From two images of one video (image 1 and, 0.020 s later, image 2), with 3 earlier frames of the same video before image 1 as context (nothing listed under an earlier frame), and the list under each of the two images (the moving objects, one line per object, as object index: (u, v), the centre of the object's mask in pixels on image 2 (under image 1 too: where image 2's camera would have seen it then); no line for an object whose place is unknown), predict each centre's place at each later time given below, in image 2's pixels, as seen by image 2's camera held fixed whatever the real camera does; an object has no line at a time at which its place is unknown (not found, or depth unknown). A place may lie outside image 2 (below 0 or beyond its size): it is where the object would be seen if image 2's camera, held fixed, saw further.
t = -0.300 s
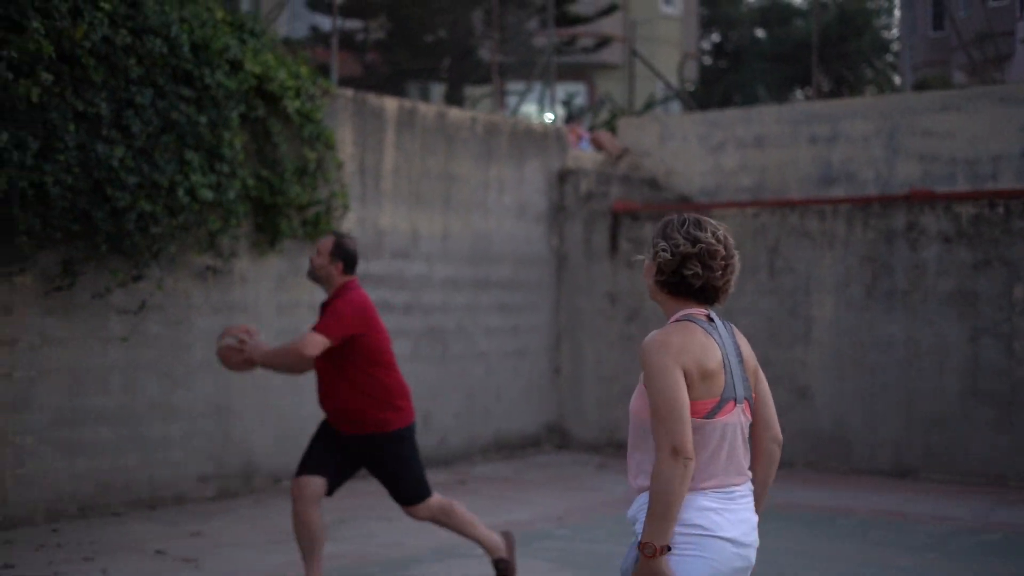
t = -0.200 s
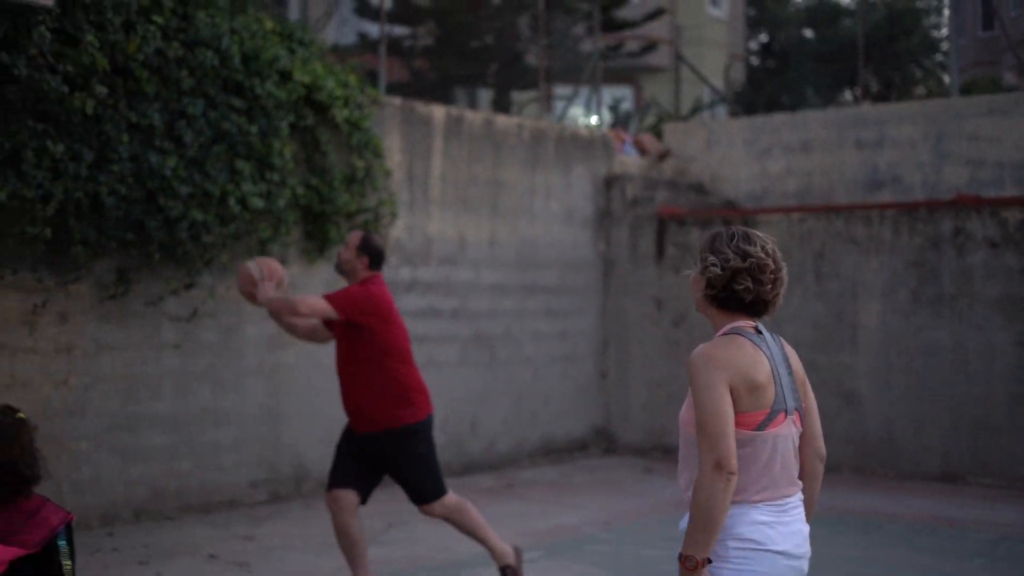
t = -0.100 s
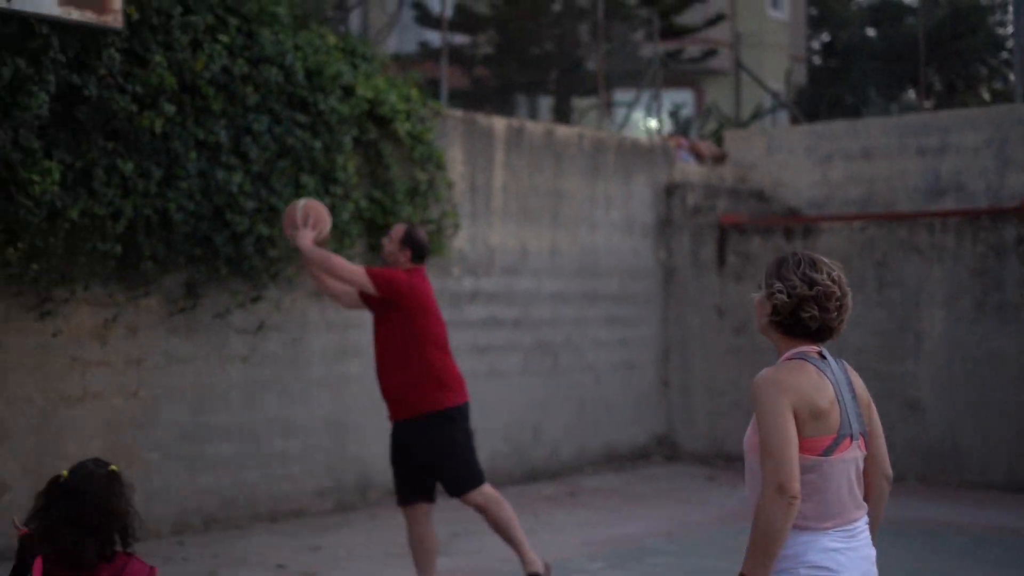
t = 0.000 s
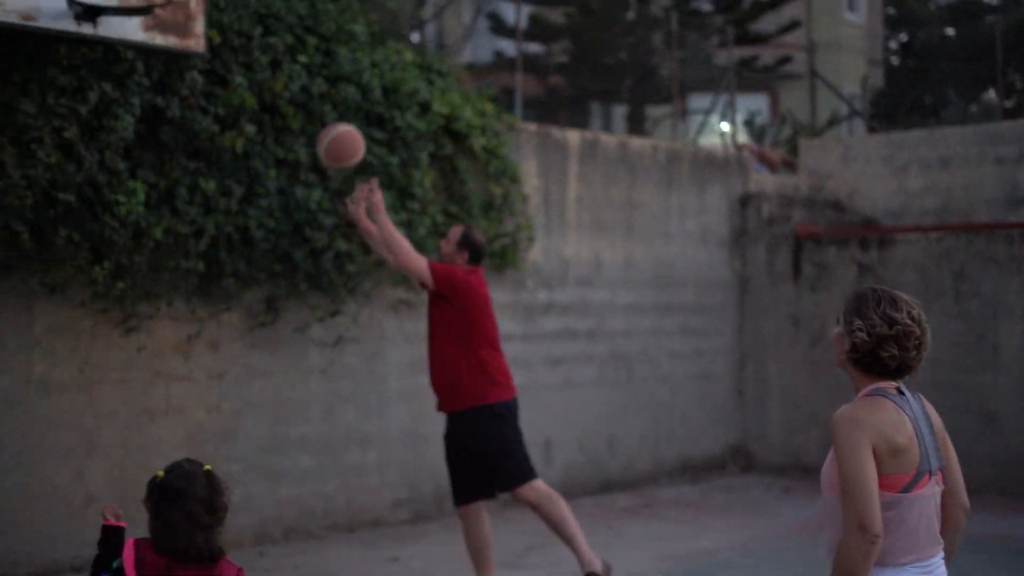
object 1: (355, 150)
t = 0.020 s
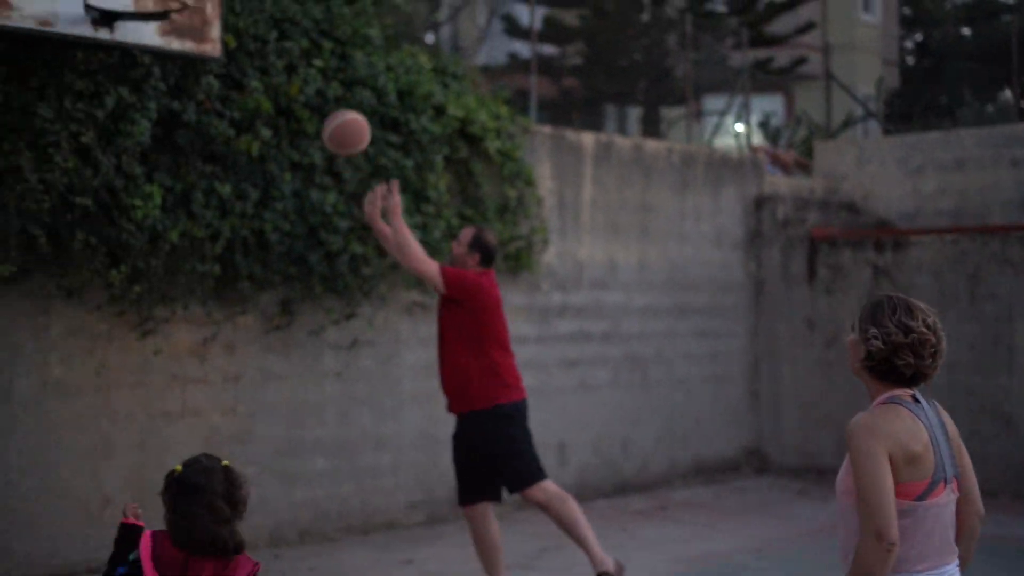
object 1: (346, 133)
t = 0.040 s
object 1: (337, 117)
